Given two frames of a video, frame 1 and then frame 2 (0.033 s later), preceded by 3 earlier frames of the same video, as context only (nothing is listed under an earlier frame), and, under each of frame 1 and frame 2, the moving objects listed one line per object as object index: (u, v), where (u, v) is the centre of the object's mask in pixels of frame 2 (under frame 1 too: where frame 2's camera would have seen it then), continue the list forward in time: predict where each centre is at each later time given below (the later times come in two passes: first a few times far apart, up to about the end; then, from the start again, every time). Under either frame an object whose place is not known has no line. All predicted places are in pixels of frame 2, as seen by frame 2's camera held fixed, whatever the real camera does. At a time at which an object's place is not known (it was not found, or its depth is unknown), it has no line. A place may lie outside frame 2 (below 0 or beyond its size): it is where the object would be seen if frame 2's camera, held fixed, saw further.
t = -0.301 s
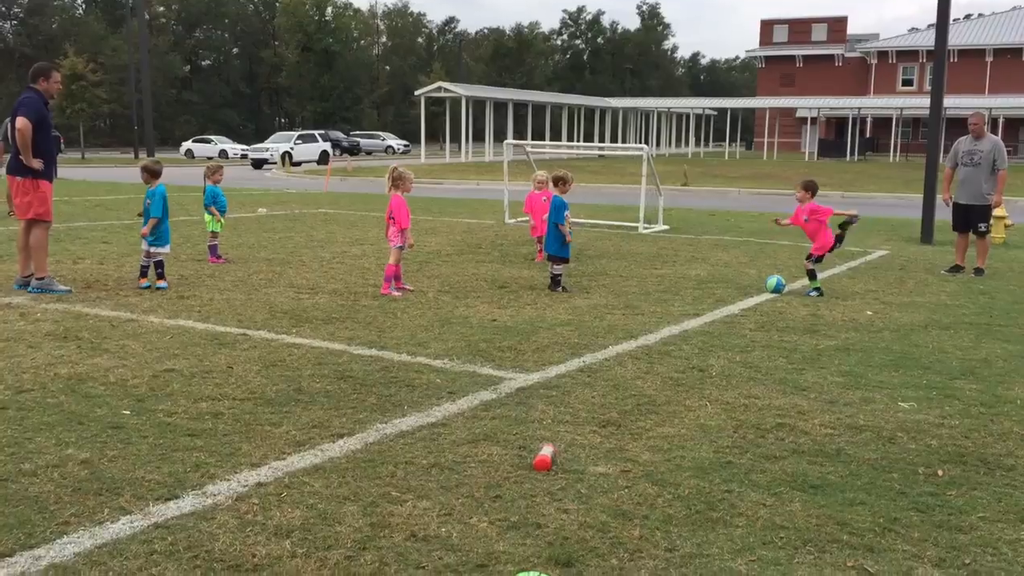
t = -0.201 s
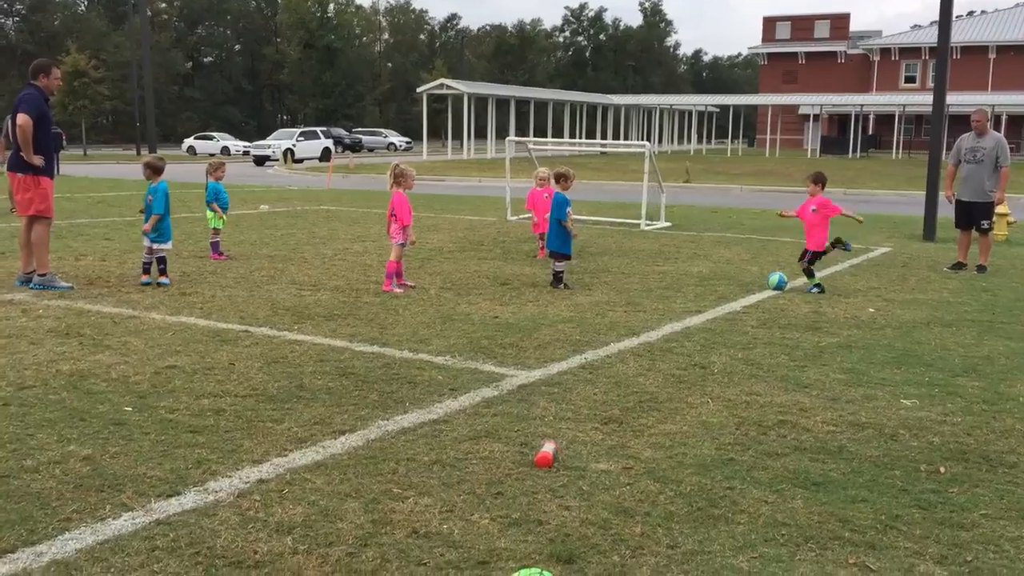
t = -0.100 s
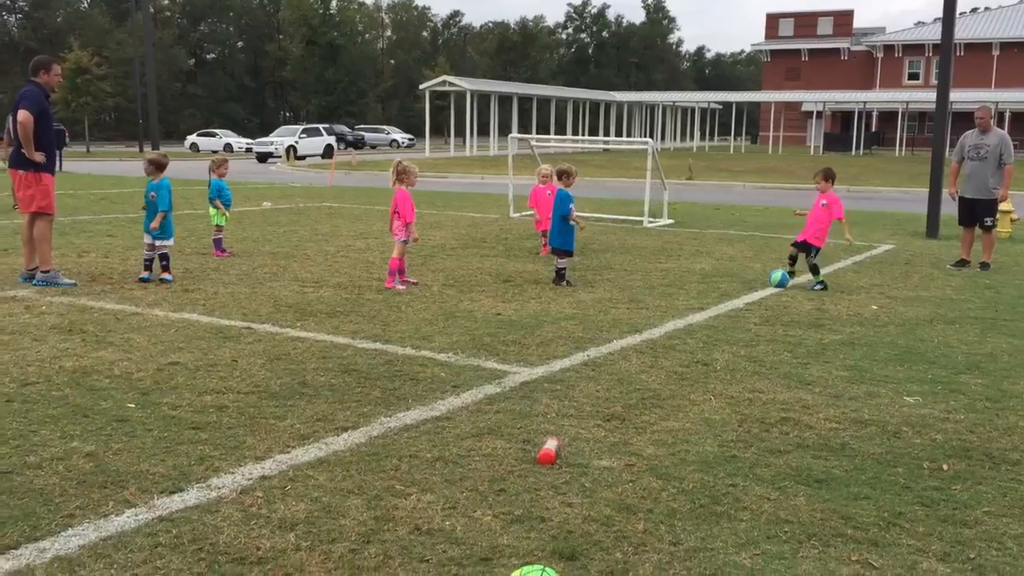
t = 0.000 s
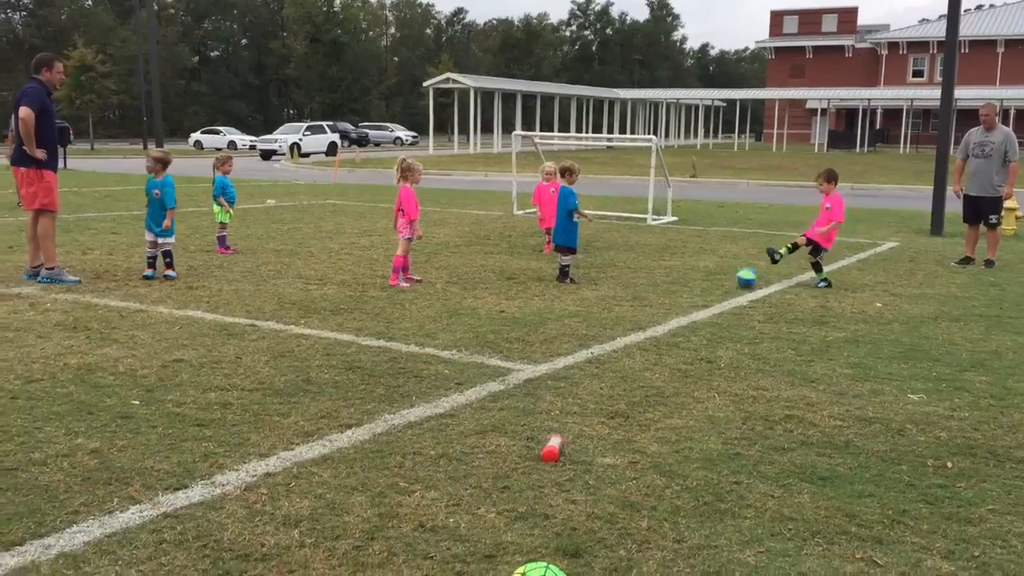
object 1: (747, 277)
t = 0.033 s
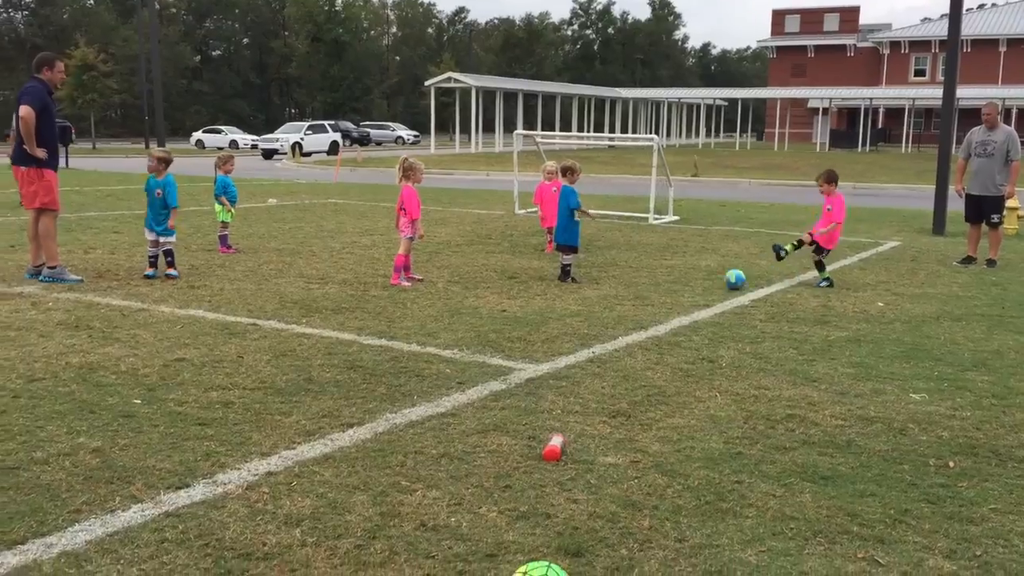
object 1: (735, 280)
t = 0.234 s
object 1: (661, 288)
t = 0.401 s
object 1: (607, 293)
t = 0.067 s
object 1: (723, 281)
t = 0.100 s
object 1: (710, 281)
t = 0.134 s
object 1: (699, 281)
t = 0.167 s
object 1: (686, 282)
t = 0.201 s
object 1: (673, 285)
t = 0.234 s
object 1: (661, 288)
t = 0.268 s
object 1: (650, 288)
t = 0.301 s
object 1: (639, 288)
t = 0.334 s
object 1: (629, 288)
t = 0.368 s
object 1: (618, 290)
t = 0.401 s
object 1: (607, 293)
